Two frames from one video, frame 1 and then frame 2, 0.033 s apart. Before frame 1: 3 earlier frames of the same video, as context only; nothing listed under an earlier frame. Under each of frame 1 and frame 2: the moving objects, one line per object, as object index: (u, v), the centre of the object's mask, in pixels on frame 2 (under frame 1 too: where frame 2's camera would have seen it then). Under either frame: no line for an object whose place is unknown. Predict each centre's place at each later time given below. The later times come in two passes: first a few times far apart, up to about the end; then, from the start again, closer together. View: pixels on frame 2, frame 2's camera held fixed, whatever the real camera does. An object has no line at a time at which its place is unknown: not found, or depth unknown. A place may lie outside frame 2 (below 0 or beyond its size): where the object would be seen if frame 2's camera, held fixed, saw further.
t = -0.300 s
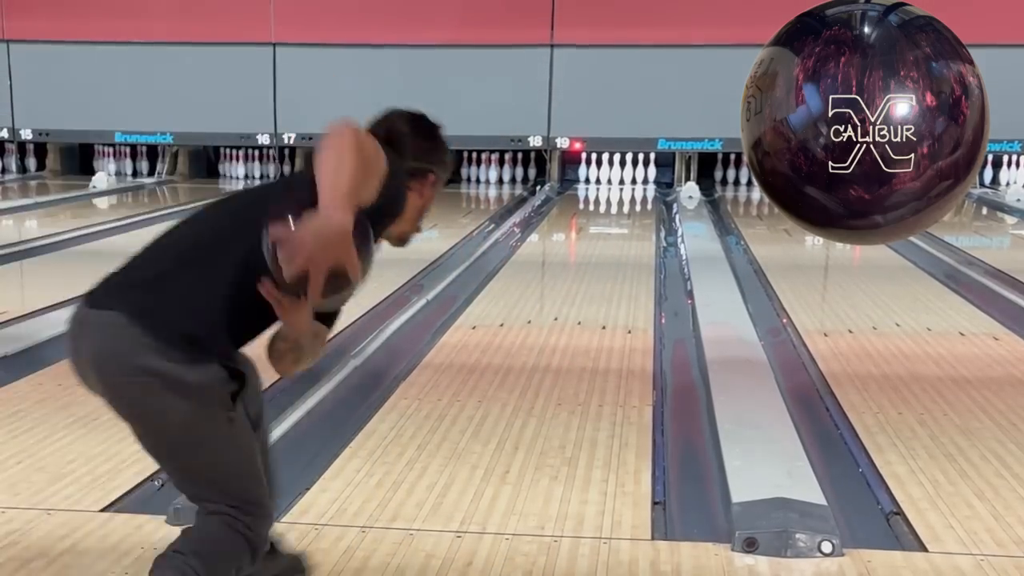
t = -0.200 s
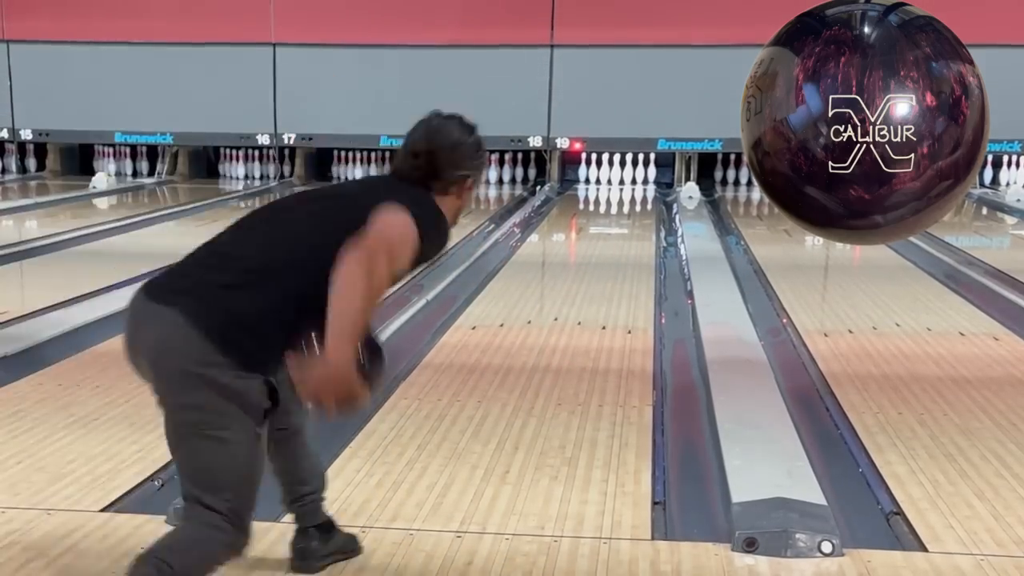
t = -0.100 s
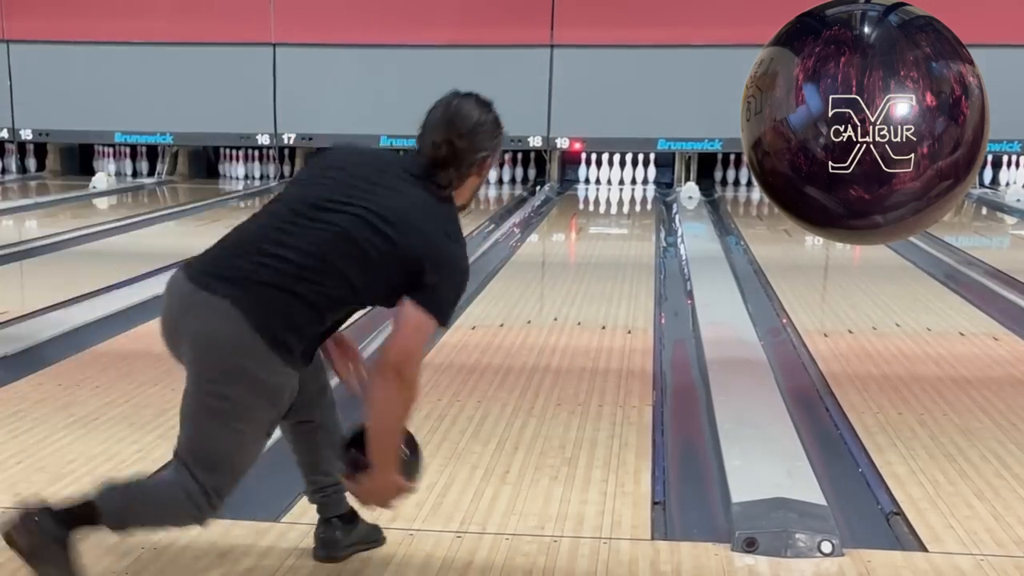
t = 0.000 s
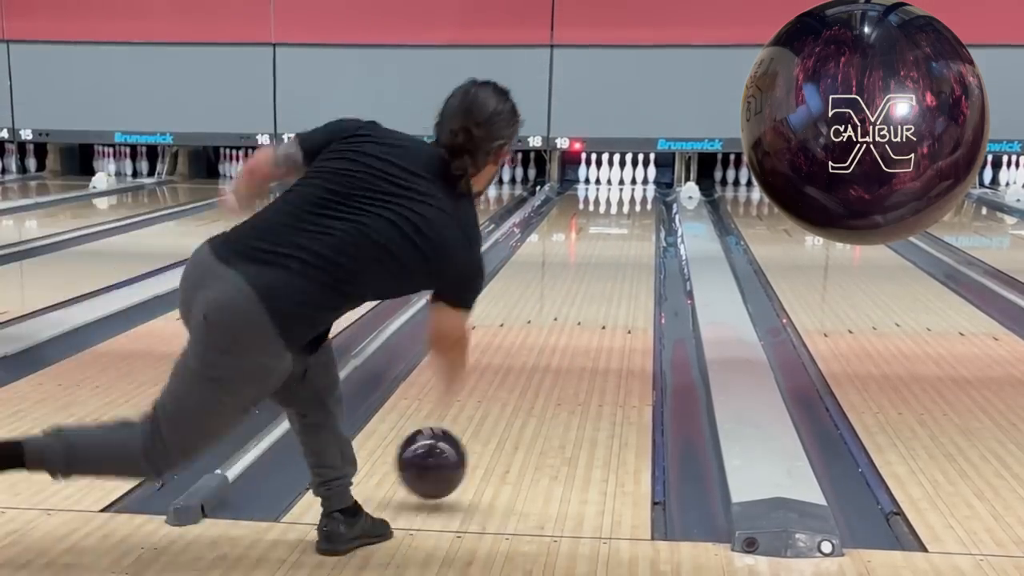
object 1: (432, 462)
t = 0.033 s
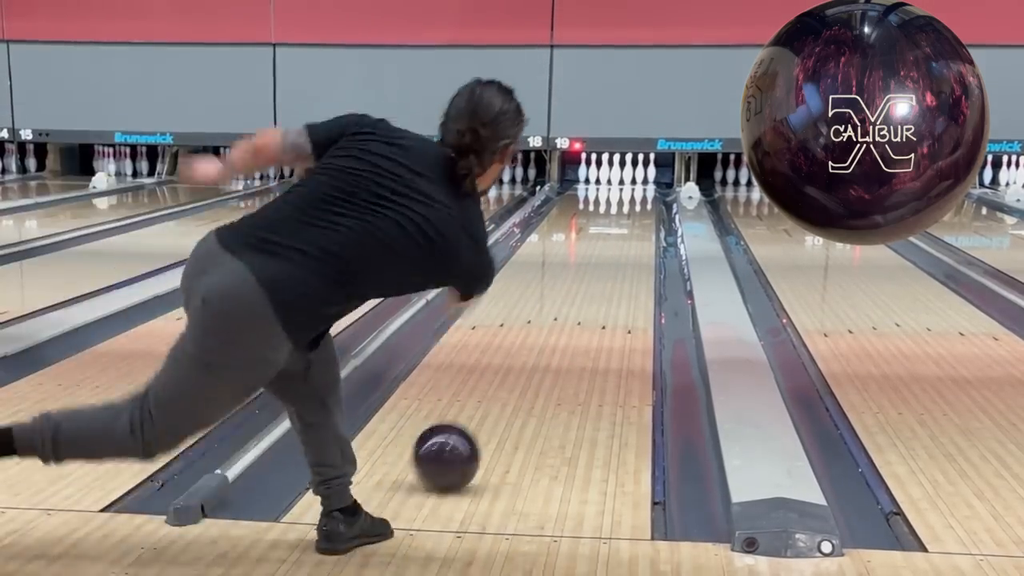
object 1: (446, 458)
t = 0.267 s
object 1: (521, 368)
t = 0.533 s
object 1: (575, 303)
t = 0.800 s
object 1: (600, 269)
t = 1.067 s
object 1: (619, 242)
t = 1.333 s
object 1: (631, 223)
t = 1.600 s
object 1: (638, 207)
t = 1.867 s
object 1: (639, 194)
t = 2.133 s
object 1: (633, 186)
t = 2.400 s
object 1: (622, 178)
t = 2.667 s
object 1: (619, 175)
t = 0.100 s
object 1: (473, 424)
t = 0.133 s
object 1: (483, 411)
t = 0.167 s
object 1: (494, 401)
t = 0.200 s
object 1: (504, 389)
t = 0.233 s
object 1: (512, 378)
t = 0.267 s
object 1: (521, 368)
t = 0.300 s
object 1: (529, 358)
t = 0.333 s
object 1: (536, 350)
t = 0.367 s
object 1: (542, 342)
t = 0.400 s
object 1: (549, 334)
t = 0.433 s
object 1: (554, 327)
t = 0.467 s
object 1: (560, 320)
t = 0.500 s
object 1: (559, 325)
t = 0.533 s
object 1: (575, 303)
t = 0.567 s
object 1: (574, 302)
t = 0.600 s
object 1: (579, 296)
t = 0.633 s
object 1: (583, 291)
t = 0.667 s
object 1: (586, 286)
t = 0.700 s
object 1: (590, 281)
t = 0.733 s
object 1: (594, 277)
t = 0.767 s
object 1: (596, 273)
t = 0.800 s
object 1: (600, 269)
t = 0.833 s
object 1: (603, 265)
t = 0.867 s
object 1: (605, 262)
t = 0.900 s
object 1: (608, 258)
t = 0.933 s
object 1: (610, 254)
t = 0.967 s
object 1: (613, 251)
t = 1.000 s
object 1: (615, 248)
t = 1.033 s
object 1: (617, 244)
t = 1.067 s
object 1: (619, 242)
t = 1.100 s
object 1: (621, 240)
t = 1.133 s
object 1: (622, 237)
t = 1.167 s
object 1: (624, 235)
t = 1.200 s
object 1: (625, 232)
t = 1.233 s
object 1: (627, 230)
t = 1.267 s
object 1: (628, 227)
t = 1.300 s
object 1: (630, 225)
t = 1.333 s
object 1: (631, 223)
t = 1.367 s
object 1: (632, 221)
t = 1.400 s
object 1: (633, 218)
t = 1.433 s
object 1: (635, 216)
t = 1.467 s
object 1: (635, 215)
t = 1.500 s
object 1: (636, 213)
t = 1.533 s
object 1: (637, 211)
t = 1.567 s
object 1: (638, 209)
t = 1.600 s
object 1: (638, 207)
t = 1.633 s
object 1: (639, 205)
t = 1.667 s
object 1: (639, 203)
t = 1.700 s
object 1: (640, 202)
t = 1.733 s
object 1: (640, 200)
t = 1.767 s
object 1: (640, 199)
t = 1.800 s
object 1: (639, 198)
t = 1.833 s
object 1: (639, 196)
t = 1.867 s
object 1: (639, 194)
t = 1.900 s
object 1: (638, 194)
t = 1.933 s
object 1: (638, 193)
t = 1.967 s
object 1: (638, 191)
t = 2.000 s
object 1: (637, 190)
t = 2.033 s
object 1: (636, 189)
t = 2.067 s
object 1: (636, 188)
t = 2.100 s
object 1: (634, 187)
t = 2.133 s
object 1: (633, 186)
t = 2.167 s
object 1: (632, 185)
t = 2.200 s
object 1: (630, 184)
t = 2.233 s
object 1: (629, 184)
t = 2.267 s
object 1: (628, 183)
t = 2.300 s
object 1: (627, 182)
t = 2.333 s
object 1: (626, 181)
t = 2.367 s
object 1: (624, 180)
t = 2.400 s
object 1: (622, 178)
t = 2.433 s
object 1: (621, 178)
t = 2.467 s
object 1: (620, 177)
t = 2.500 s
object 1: (621, 176)
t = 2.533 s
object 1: (620, 176)
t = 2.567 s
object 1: (619, 176)
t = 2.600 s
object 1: (620, 176)
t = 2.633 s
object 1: (620, 176)
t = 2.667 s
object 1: (619, 175)
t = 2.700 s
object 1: (620, 175)
